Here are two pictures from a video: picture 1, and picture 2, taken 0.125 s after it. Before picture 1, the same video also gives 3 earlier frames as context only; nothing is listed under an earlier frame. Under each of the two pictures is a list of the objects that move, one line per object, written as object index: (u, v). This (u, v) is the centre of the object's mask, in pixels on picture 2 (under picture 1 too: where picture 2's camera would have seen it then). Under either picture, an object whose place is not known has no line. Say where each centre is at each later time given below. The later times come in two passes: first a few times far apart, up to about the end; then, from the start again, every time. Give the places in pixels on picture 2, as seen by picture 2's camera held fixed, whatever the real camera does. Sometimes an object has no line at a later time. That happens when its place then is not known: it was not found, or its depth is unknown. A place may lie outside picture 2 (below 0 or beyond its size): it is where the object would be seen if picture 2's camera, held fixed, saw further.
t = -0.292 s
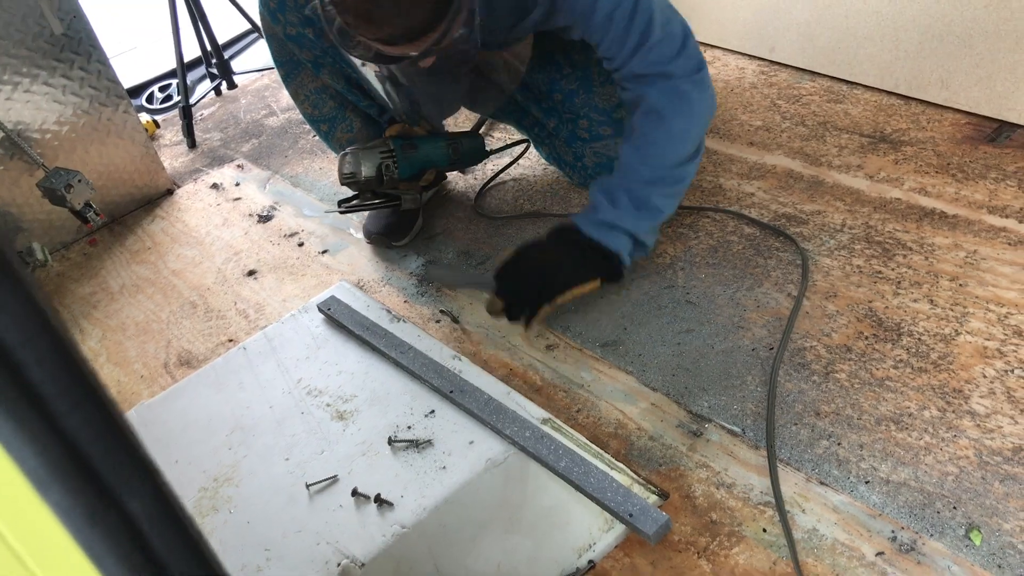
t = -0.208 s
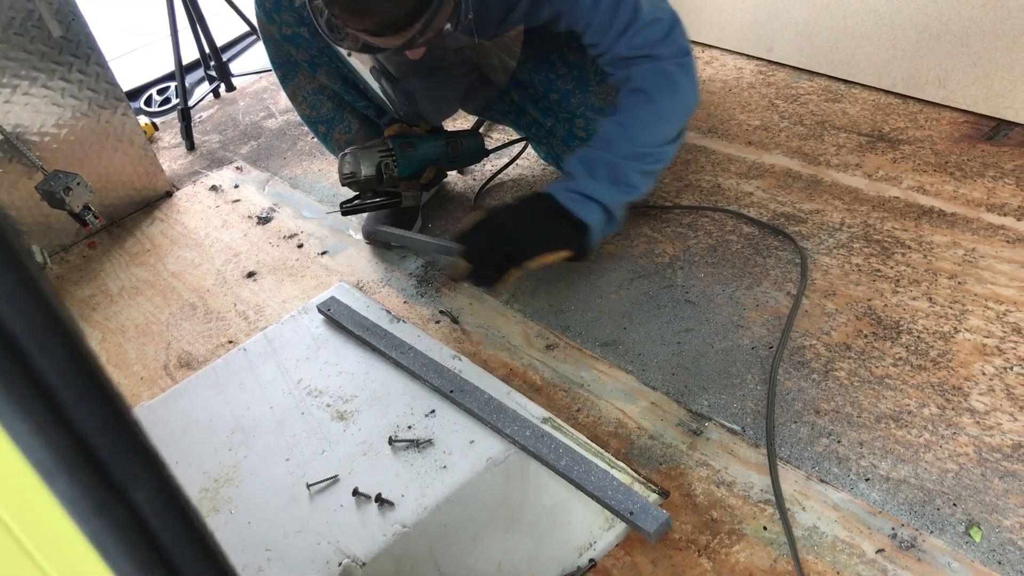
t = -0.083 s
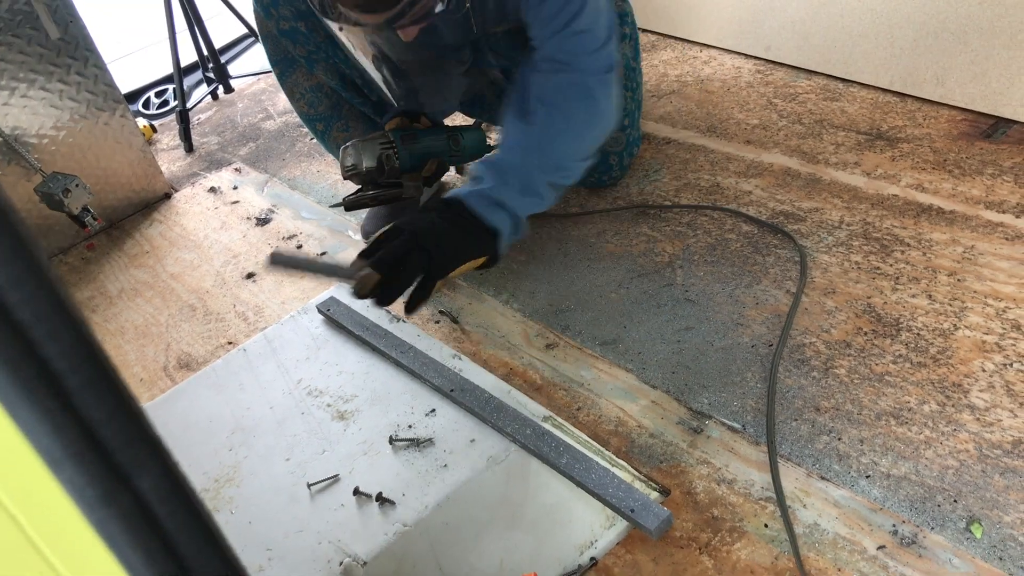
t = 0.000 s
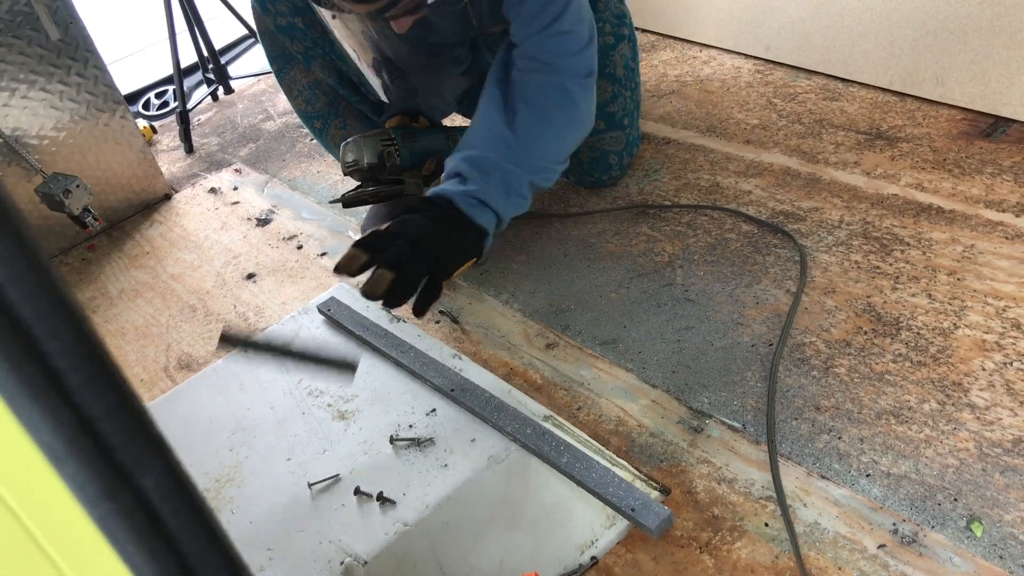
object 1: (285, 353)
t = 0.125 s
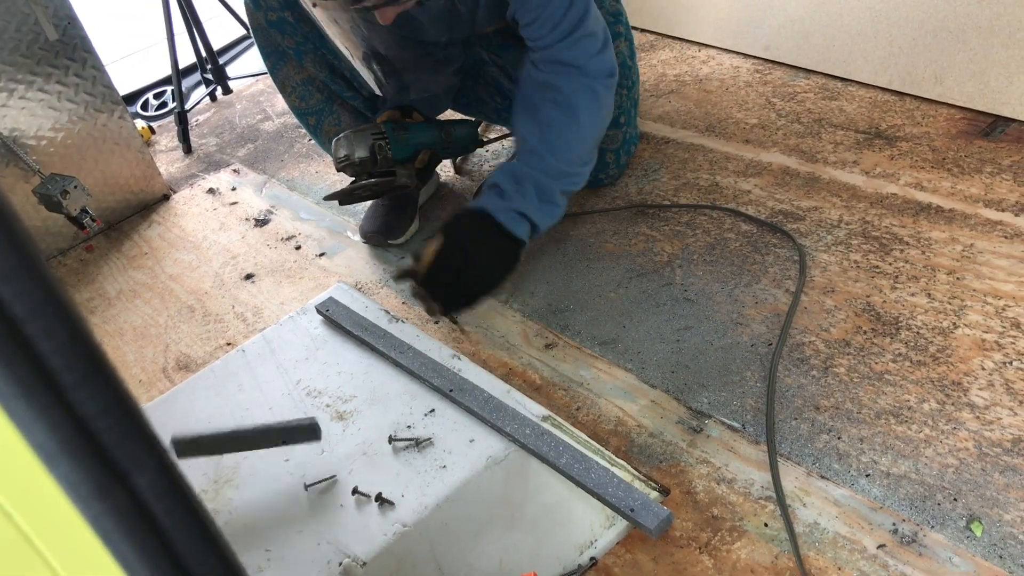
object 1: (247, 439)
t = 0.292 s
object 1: (271, 505)
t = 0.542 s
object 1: (277, 523)
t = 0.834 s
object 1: (279, 523)
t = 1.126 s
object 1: (285, 521)
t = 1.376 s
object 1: (291, 520)
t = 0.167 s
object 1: (251, 449)
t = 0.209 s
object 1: (257, 471)
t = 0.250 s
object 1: (268, 492)
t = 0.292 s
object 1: (271, 505)
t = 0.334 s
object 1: (273, 512)
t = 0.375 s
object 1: (274, 517)
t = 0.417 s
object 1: (278, 523)
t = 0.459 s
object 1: (277, 523)
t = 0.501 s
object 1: (277, 523)
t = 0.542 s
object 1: (277, 523)
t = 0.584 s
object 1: (277, 523)
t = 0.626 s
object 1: (277, 523)
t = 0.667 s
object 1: (278, 523)
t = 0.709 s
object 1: (278, 523)
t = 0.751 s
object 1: (278, 523)
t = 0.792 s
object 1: (279, 523)
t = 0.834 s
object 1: (279, 523)
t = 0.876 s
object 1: (280, 523)
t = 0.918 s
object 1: (281, 522)
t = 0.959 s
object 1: (282, 522)
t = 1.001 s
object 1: (283, 522)
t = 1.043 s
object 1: (285, 521)
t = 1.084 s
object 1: (285, 521)
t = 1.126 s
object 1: (285, 521)
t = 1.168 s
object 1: (285, 521)
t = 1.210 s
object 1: (286, 521)
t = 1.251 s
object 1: (287, 521)
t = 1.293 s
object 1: (288, 521)
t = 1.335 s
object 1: (289, 520)
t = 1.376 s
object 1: (291, 520)
